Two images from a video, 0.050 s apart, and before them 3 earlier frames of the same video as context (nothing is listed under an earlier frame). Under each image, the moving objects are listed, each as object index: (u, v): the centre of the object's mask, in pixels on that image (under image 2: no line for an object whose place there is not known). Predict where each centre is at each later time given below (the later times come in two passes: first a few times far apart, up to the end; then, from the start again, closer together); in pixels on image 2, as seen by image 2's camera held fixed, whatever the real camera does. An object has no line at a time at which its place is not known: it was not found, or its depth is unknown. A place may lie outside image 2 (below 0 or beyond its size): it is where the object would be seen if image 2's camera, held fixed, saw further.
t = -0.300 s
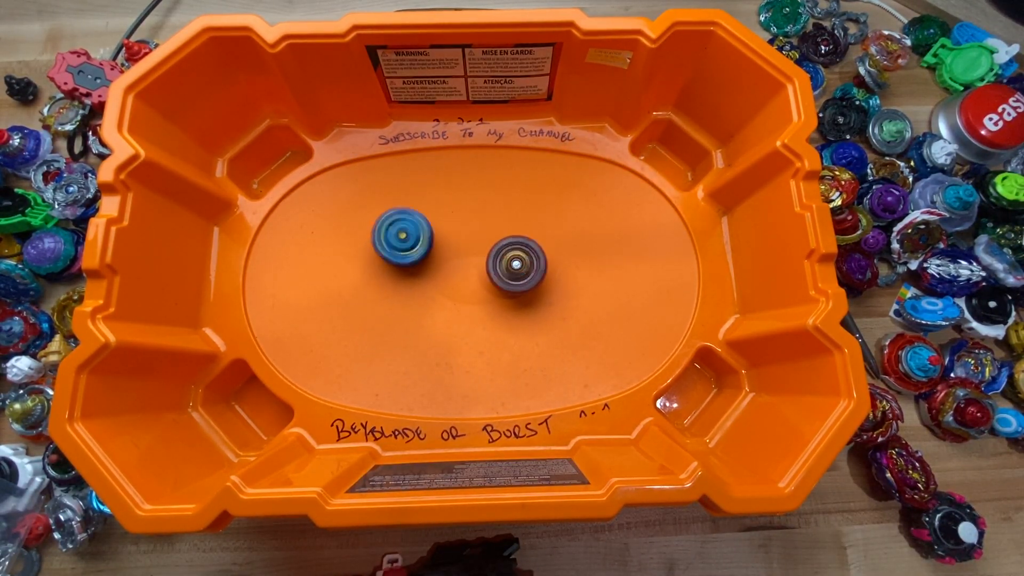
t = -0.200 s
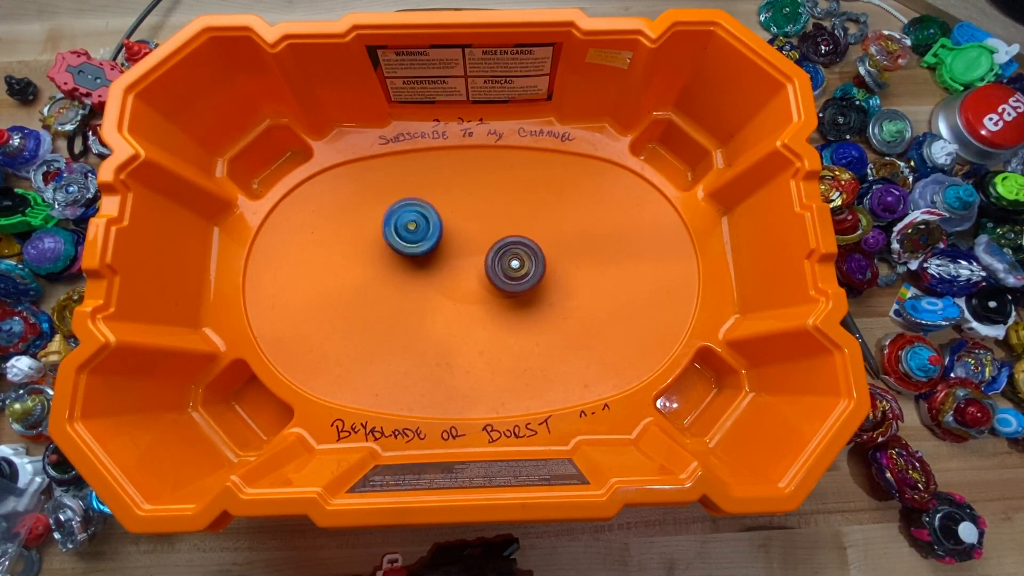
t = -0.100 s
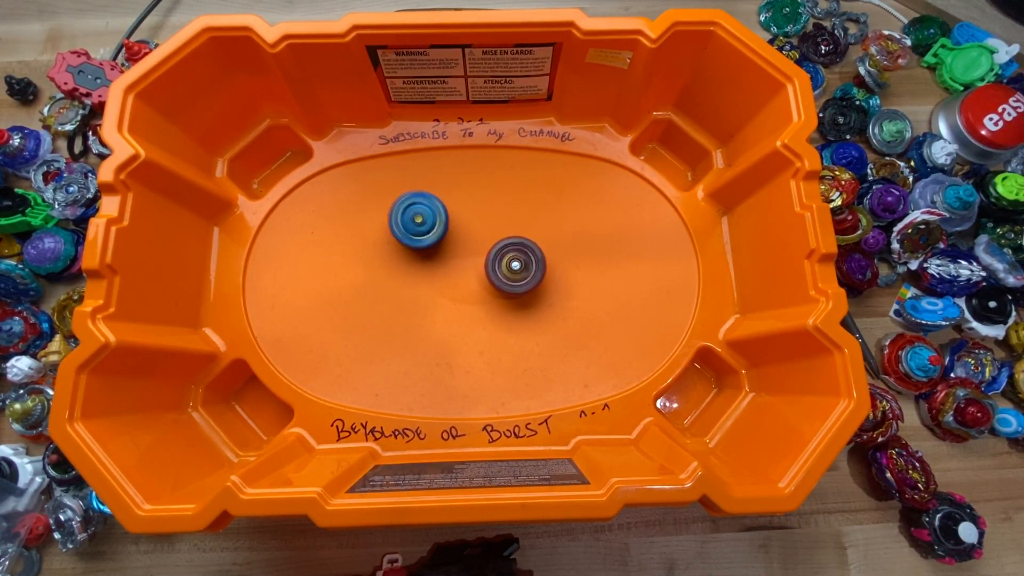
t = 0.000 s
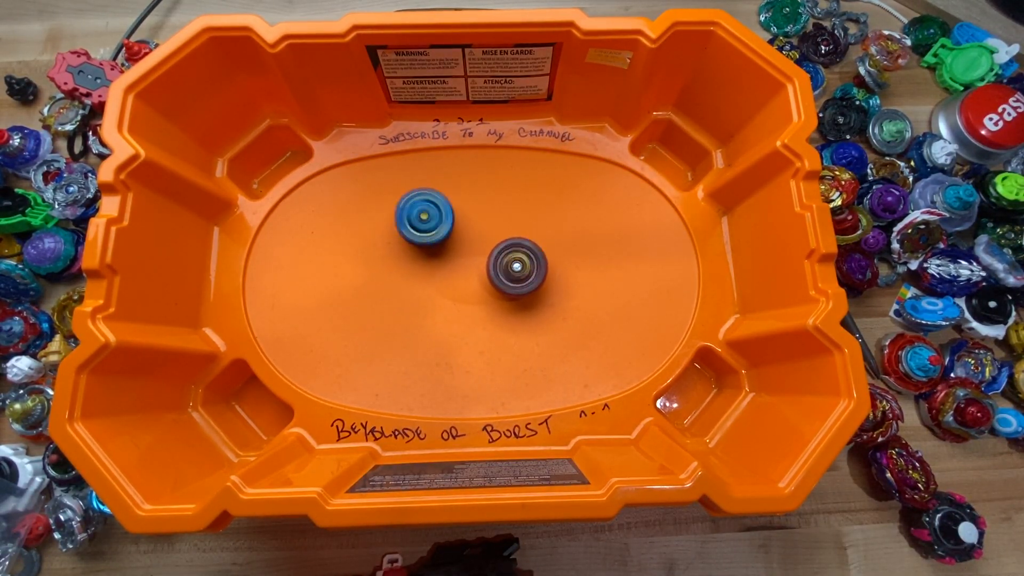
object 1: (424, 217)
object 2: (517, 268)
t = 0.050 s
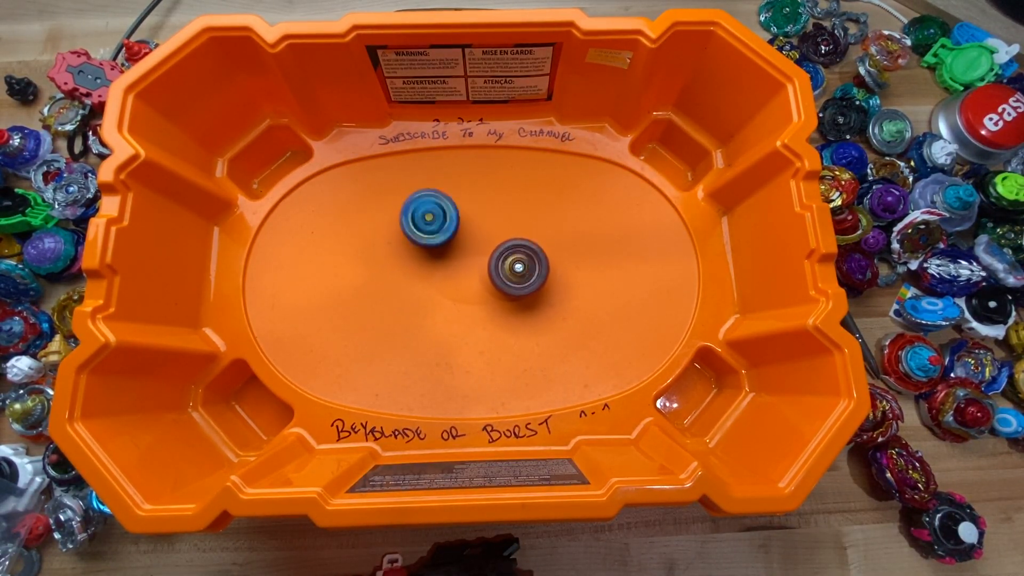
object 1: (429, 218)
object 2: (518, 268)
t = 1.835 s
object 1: (391, 224)
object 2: (539, 337)
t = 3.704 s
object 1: (522, 276)
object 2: (380, 298)
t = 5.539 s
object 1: (579, 369)
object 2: (479, 235)
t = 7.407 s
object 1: (429, 222)
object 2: (457, 305)
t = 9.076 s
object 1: (551, 263)
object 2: (486, 293)
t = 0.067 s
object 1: (432, 218)
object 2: (519, 268)
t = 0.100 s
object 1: (436, 220)
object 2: (520, 269)
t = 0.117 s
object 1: (438, 221)
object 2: (520, 269)
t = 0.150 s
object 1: (444, 222)
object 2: (520, 269)
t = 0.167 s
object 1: (447, 223)
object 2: (521, 269)
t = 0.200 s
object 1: (455, 224)
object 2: (521, 269)
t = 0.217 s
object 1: (460, 225)
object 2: (521, 269)
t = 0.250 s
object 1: (473, 227)
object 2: (521, 270)
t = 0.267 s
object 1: (478, 227)
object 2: (521, 270)
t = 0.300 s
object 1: (479, 221)
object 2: (529, 277)
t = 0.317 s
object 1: (479, 218)
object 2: (532, 280)
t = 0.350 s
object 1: (476, 213)
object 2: (538, 288)
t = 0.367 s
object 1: (475, 211)
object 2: (540, 291)
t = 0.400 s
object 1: (471, 208)
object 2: (542, 298)
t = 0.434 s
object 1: (466, 207)
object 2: (541, 304)
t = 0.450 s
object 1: (463, 207)
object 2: (540, 307)
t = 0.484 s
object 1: (458, 209)
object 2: (537, 312)
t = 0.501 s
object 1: (456, 211)
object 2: (534, 314)
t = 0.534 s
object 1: (454, 216)
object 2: (529, 318)
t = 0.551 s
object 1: (454, 220)
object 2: (526, 319)
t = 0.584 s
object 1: (455, 226)
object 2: (519, 321)
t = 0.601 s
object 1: (456, 229)
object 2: (516, 322)
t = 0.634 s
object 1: (461, 237)
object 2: (510, 321)
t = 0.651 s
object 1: (463, 240)
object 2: (507, 320)
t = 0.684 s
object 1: (471, 247)
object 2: (501, 317)
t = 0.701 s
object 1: (475, 249)
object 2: (498, 316)
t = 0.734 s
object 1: (488, 253)
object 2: (491, 313)
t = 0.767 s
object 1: (498, 233)
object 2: (489, 332)
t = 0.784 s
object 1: (500, 223)
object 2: (488, 342)
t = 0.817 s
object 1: (498, 206)
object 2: (485, 360)
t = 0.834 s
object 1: (496, 199)
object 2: (484, 367)
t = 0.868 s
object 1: (489, 187)
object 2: (480, 378)
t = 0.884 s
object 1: (485, 181)
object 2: (478, 382)
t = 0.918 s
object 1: (475, 173)
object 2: (472, 387)
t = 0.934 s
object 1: (469, 168)
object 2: (468, 389)
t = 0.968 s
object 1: (458, 163)
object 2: (461, 391)
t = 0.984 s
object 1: (451, 160)
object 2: (457, 391)
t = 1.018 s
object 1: (439, 158)
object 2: (449, 388)
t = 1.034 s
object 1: (433, 158)
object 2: (446, 386)
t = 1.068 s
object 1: (420, 160)
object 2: (438, 380)
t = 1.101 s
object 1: (410, 167)
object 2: (432, 372)
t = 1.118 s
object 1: (405, 170)
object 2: (429, 368)
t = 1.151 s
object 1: (398, 180)
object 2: (426, 359)
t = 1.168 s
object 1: (395, 185)
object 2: (424, 354)
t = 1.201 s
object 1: (393, 199)
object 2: (423, 344)
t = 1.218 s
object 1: (392, 206)
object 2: (423, 340)
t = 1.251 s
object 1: (396, 221)
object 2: (424, 329)
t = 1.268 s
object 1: (400, 228)
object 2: (425, 324)
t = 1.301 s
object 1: (408, 240)
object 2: (427, 314)
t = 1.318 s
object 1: (413, 246)
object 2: (429, 309)
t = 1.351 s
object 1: (416, 230)
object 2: (442, 323)
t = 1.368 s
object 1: (415, 219)
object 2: (450, 334)
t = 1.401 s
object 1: (412, 201)
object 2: (467, 355)
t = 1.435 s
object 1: (408, 190)
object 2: (482, 373)
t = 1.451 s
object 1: (405, 186)
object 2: (490, 380)
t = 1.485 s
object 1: (397, 177)
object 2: (504, 390)
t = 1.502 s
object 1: (393, 174)
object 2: (511, 395)
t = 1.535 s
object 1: (384, 168)
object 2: (522, 400)
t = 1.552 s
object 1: (379, 166)
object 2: (526, 401)
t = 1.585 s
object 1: (370, 164)
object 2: (533, 400)
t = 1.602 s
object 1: (365, 164)
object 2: (536, 399)
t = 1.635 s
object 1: (360, 167)
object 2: (540, 395)
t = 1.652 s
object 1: (357, 170)
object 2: (542, 391)
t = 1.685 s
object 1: (356, 177)
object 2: (542, 383)
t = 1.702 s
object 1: (358, 182)
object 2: (542, 379)
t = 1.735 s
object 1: (361, 192)
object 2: (542, 370)
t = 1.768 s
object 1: (368, 204)
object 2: (541, 359)
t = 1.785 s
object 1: (373, 210)
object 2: (541, 354)
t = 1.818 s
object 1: (384, 220)
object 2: (540, 342)
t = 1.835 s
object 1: (391, 224)
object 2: (539, 337)
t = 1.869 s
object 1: (404, 233)
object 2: (539, 325)
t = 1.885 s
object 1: (411, 237)
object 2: (540, 319)
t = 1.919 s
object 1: (426, 243)
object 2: (541, 307)
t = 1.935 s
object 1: (433, 246)
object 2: (541, 301)
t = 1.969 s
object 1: (448, 249)
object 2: (542, 291)
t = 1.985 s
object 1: (456, 251)
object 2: (543, 285)
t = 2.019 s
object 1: (472, 252)
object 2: (545, 275)
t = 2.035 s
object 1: (480, 252)
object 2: (546, 271)
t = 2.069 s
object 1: (488, 252)
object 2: (554, 263)
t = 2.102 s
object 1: (481, 250)
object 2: (571, 258)
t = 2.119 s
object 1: (478, 249)
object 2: (579, 256)
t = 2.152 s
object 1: (476, 247)
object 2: (590, 252)
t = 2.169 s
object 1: (476, 248)
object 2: (595, 250)
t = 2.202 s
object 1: (476, 248)
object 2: (602, 244)
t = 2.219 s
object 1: (476, 249)
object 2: (603, 241)
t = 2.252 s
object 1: (477, 250)
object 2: (607, 236)
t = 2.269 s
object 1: (478, 250)
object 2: (609, 235)
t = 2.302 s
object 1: (483, 251)
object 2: (612, 232)
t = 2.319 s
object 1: (486, 251)
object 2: (613, 231)
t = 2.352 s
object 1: (493, 252)
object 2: (613, 228)
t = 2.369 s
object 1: (496, 252)
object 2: (613, 227)
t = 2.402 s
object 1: (500, 252)
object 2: (612, 223)
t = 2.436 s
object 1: (500, 252)
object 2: (611, 221)
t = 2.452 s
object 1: (500, 251)
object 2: (609, 219)
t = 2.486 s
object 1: (501, 251)
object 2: (606, 217)
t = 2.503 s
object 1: (501, 251)
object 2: (604, 217)
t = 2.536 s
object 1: (501, 251)
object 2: (600, 215)
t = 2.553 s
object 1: (500, 252)
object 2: (598, 215)
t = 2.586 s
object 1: (501, 253)
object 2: (592, 212)
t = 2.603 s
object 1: (501, 253)
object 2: (589, 212)
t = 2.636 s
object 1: (503, 255)
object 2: (583, 211)
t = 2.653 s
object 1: (504, 256)
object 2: (579, 211)
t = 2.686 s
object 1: (508, 258)
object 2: (573, 211)
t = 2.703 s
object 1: (511, 259)
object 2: (569, 212)
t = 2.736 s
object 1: (514, 261)
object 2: (562, 212)
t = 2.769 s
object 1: (515, 261)
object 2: (554, 213)
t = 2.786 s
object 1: (513, 263)
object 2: (551, 213)
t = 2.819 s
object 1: (512, 272)
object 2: (547, 209)
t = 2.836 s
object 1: (512, 277)
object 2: (545, 209)
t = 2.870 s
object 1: (511, 289)
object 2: (542, 208)
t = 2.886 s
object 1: (511, 293)
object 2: (540, 209)
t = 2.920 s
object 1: (516, 301)
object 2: (536, 210)
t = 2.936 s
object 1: (519, 304)
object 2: (534, 210)
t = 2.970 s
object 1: (526, 309)
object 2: (530, 213)
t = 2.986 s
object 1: (530, 311)
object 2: (529, 215)
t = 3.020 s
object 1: (538, 312)
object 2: (524, 217)
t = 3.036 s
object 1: (542, 312)
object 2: (522, 219)
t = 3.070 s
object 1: (547, 311)
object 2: (517, 223)
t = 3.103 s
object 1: (550, 308)
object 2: (513, 227)
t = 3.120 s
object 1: (552, 306)
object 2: (510, 229)
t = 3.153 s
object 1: (554, 301)
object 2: (505, 233)
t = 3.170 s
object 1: (553, 299)
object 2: (502, 235)
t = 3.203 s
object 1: (552, 294)
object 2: (497, 239)
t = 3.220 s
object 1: (551, 292)
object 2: (494, 241)
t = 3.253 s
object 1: (547, 286)
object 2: (488, 245)
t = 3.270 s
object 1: (544, 284)
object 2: (486, 248)
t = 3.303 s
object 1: (537, 279)
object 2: (480, 254)
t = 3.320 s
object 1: (534, 277)
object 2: (476, 256)
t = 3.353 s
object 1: (531, 276)
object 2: (463, 260)
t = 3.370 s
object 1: (531, 277)
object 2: (453, 261)
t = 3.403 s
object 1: (533, 277)
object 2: (437, 265)
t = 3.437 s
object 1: (534, 277)
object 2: (424, 270)
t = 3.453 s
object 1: (535, 277)
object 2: (419, 273)
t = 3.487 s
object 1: (534, 276)
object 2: (411, 279)
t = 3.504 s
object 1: (534, 276)
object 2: (407, 280)
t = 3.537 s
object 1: (534, 276)
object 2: (401, 285)
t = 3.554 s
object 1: (533, 276)
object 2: (398, 287)
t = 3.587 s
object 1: (532, 276)
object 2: (392, 290)
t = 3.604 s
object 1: (531, 276)
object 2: (389, 291)
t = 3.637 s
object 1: (528, 275)
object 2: (385, 293)
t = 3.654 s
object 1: (527, 275)
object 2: (385, 296)
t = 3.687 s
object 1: (524, 276)
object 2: (382, 297)
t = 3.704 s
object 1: (522, 276)
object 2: (380, 298)
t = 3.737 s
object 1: (519, 277)
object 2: (378, 299)
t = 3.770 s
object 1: (515, 282)
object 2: (378, 301)
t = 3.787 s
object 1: (512, 285)
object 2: (378, 302)
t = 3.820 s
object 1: (507, 292)
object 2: (378, 303)
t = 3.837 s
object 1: (507, 294)
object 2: (378, 304)
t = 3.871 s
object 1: (507, 296)
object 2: (380, 305)
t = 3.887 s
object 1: (507, 297)
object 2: (381, 306)
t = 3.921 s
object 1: (506, 298)
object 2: (384, 307)
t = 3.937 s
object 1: (506, 299)
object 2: (385, 307)
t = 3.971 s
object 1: (505, 299)
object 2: (388, 308)
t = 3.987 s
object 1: (505, 299)
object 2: (390, 308)
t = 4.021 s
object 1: (505, 300)
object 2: (395, 309)
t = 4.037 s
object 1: (504, 299)
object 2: (398, 310)
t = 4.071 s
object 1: (504, 299)
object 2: (404, 311)
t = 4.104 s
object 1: (503, 298)
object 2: (411, 312)
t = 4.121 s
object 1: (502, 298)
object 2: (415, 312)
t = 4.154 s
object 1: (500, 297)
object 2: (421, 313)
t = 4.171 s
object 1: (500, 296)
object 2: (424, 312)
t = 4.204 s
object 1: (497, 295)
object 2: (430, 311)
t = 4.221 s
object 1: (495, 295)
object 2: (432, 310)
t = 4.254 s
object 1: (510, 290)
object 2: (419, 314)
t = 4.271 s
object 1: (521, 285)
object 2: (408, 318)
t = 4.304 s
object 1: (540, 273)
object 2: (387, 324)
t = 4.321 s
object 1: (547, 268)
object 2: (379, 327)
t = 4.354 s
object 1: (559, 257)
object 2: (364, 330)
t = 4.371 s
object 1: (564, 252)
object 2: (357, 330)
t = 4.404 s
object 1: (571, 242)
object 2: (349, 330)
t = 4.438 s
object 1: (578, 233)
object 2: (345, 329)
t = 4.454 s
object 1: (582, 228)
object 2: (344, 329)
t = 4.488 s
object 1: (588, 218)
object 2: (345, 326)
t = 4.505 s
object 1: (591, 213)
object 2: (346, 324)
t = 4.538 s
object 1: (595, 203)
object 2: (349, 321)
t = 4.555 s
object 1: (597, 198)
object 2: (351, 319)
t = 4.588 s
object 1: (599, 189)
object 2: (355, 314)
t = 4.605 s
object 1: (601, 184)
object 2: (357, 312)
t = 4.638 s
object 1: (601, 175)
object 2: (362, 309)
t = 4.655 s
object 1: (600, 171)
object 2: (365, 306)
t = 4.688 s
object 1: (595, 165)
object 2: (370, 302)
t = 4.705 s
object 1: (592, 163)
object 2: (373, 300)
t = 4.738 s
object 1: (584, 162)
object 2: (377, 295)
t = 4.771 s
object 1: (575, 165)
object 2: (383, 291)
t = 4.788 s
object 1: (570, 167)
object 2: (385, 289)
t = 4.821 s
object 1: (561, 172)
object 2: (391, 287)
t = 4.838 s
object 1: (558, 176)
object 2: (394, 286)
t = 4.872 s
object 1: (550, 184)
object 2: (399, 282)
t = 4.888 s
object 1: (547, 189)
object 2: (402, 279)
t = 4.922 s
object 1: (540, 198)
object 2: (408, 275)
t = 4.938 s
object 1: (538, 203)
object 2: (410, 274)
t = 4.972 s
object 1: (534, 214)
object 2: (416, 270)
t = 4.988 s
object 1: (532, 219)
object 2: (419, 268)
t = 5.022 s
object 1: (529, 231)
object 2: (424, 265)
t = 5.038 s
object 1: (528, 236)
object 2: (427, 263)
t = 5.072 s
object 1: (527, 248)
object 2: (432, 259)
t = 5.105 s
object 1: (526, 259)
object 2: (437, 256)
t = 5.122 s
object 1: (526, 264)
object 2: (439, 255)
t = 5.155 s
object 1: (526, 275)
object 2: (443, 253)
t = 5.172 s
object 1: (527, 281)
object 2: (445, 251)
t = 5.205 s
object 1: (529, 292)
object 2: (449, 249)
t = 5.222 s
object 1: (529, 297)
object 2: (451, 247)
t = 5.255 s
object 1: (532, 308)
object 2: (455, 246)
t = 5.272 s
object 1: (533, 313)
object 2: (457, 245)
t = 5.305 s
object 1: (536, 323)
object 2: (461, 242)
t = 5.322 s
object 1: (538, 328)
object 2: (463, 241)
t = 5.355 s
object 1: (542, 337)
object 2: (466, 239)
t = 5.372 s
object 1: (545, 342)
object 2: (468, 238)
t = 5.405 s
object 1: (550, 350)
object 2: (471, 237)
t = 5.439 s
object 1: (556, 357)
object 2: (473, 236)
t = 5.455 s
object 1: (560, 361)
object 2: (475, 236)
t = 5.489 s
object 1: (568, 366)
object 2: (477, 235)
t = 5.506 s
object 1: (571, 367)
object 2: (478, 235)
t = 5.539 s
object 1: (579, 369)
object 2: (479, 235)
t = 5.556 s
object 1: (583, 369)
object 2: (480, 236)
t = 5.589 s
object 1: (589, 366)
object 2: (481, 237)
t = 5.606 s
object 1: (591, 364)
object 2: (482, 237)
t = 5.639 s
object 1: (592, 358)
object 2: (483, 238)
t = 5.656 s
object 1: (592, 354)
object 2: (483, 238)
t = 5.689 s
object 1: (588, 345)
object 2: (484, 240)
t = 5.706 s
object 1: (586, 341)
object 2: (484, 240)
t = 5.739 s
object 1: (580, 333)
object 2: (485, 241)
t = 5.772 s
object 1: (572, 324)
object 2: (486, 243)
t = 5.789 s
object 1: (568, 321)
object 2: (486, 243)
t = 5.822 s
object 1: (560, 314)
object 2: (488, 246)
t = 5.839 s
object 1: (555, 310)
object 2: (488, 247)
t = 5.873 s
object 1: (545, 304)
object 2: (489, 249)
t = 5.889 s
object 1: (540, 301)
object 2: (489, 249)
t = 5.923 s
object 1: (531, 295)
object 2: (490, 251)
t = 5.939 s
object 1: (530, 296)
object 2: (486, 249)
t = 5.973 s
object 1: (525, 296)
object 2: (479, 244)
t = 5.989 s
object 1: (522, 295)
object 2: (476, 242)
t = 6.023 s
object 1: (514, 295)
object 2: (472, 241)
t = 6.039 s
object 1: (510, 295)
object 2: (470, 241)
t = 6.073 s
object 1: (503, 295)
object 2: (468, 242)
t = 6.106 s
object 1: (495, 297)
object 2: (465, 242)
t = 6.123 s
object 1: (494, 302)
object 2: (462, 240)
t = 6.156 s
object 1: (494, 310)
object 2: (457, 237)
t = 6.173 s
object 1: (494, 313)
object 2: (455, 237)
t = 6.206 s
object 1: (495, 320)
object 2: (452, 238)
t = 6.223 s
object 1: (497, 323)
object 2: (450, 237)
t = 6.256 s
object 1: (501, 328)
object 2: (448, 239)
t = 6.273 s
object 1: (503, 330)
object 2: (447, 239)
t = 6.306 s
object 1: (509, 333)
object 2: (445, 241)
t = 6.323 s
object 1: (512, 334)
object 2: (445, 242)
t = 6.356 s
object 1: (518, 333)
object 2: (443, 245)
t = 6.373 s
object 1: (520, 332)
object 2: (443, 246)
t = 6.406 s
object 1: (524, 328)
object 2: (441, 248)
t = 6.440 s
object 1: (526, 324)
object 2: (440, 251)
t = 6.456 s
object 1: (526, 321)
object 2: (440, 253)
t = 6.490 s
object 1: (526, 315)
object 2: (440, 256)
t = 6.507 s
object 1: (525, 312)
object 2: (440, 257)
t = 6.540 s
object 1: (522, 305)
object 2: (440, 261)
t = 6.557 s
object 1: (521, 302)
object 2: (440, 263)
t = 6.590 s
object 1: (516, 295)
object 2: (439, 267)
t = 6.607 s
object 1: (513, 291)
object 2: (439, 270)
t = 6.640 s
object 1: (507, 287)
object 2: (438, 275)
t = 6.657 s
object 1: (503, 285)
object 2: (438, 278)
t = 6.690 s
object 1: (498, 282)
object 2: (435, 283)
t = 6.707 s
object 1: (500, 280)
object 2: (430, 285)
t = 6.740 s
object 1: (499, 277)
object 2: (423, 291)
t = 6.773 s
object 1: (499, 275)
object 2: (419, 294)
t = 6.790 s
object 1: (498, 272)
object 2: (418, 295)
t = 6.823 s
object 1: (498, 268)
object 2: (417, 297)
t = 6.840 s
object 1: (497, 266)
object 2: (417, 298)
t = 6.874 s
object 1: (497, 262)
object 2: (417, 299)
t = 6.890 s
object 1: (497, 260)
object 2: (417, 299)
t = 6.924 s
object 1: (496, 256)
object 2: (418, 300)
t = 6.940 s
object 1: (496, 255)
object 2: (419, 300)
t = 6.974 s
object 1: (495, 251)
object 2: (420, 301)
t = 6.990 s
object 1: (494, 249)
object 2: (421, 301)
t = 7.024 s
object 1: (489, 244)
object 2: (424, 301)
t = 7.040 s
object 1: (486, 243)
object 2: (425, 301)
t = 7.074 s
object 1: (481, 241)
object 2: (427, 300)
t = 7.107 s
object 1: (474, 238)
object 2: (431, 300)
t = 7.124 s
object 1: (472, 239)
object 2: (432, 299)
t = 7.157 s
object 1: (465, 238)
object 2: (435, 298)
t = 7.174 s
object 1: (462, 239)
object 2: (437, 298)
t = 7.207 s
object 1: (456, 240)
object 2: (439, 297)
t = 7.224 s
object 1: (455, 237)
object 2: (441, 301)
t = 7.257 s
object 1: (451, 231)
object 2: (444, 306)
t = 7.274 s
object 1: (449, 229)
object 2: (445, 307)
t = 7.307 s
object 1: (444, 225)
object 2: (448, 308)
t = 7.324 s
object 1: (442, 224)
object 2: (449, 309)
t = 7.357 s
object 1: (436, 221)
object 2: (452, 308)
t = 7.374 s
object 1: (434, 221)
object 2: (454, 307)
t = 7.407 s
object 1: (429, 222)
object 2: (457, 305)
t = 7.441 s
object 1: (425, 224)
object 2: (460, 304)
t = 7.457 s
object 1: (424, 225)
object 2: (461, 301)
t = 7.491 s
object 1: (421, 228)
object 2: (466, 299)
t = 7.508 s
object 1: (421, 229)
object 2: (467, 297)
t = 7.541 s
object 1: (420, 235)
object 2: (471, 293)
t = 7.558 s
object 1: (421, 237)
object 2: (473, 292)
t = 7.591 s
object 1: (422, 242)
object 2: (478, 288)
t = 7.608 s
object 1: (424, 246)
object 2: (481, 286)
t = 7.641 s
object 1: (428, 251)
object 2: (485, 281)
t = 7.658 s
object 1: (431, 254)
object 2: (486, 279)
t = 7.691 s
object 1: (431, 259)
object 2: (493, 275)
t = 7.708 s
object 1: (432, 261)
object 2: (495, 273)
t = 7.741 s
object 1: (432, 265)
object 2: (500, 269)
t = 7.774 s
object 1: (436, 267)
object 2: (502, 263)
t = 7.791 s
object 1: (438, 268)
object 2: (503, 261)
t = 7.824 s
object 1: (444, 269)
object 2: (505, 256)
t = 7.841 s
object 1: (446, 269)
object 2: (505, 254)
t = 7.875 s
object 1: (450, 271)
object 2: (508, 248)
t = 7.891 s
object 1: (451, 272)
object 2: (509, 246)
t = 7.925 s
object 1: (453, 273)
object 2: (510, 241)
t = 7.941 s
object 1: (453, 274)
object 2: (511, 239)
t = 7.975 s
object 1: (455, 274)
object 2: (512, 235)
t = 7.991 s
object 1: (456, 276)
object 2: (513, 234)
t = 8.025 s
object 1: (457, 276)
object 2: (513, 230)
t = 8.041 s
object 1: (459, 278)
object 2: (513, 229)
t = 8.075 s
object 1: (461, 279)
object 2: (513, 227)
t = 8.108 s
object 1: (463, 280)
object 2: (512, 225)
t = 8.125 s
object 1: (464, 280)
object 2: (512, 225)
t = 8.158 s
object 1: (465, 281)
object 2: (511, 224)
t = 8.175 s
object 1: (467, 282)
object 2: (511, 224)
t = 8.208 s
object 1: (469, 283)
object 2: (509, 224)
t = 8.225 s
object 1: (471, 283)
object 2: (509, 224)
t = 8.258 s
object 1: (472, 284)
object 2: (507, 225)
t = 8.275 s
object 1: (474, 284)
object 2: (507, 226)
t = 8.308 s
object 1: (475, 285)
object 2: (505, 227)
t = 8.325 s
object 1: (477, 285)
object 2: (504, 229)
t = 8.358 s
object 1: (479, 286)
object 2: (503, 231)
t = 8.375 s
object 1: (480, 287)
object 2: (502, 231)
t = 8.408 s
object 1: (481, 295)
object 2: (502, 230)
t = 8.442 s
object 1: (481, 302)
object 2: (500, 230)
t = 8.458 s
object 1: (483, 305)
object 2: (499, 231)
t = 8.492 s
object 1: (487, 311)
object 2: (498, 233)
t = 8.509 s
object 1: (489, 314)
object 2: (497, 234)
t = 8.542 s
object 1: (494, 319)
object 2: (496, 237)
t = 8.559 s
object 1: (497, 321)
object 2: (495, 239)
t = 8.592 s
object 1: (503, 324)
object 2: (494, 242)
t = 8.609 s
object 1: (507, 326)
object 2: (494, 244)
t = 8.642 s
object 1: (513, 326)
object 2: (492, 247)
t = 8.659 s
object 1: (517, 327)
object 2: (492, 250)
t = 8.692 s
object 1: (523, 326)
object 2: (491, 253)
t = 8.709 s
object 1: (526, 324)
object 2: (490, 256)
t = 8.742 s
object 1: (532, 321)
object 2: (488, 260)
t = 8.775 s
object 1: (536, 316)
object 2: (488, 264)
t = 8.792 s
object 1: (537, 313)
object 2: (487, 265)
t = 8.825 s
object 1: (539, 306)
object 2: (487, 270)
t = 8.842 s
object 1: (539, 303)
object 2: (487, 271)
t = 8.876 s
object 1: (544, 299)
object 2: (483, 274)
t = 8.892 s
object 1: (546, 296)
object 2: (481, 275)
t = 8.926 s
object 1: (550, 291)
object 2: (480, 279)
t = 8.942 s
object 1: (552, 288)
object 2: (480, 281)
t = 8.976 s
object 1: (554, 282)
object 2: (481, 284)
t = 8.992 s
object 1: (555, 278)
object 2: (481, 286)
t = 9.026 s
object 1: (554, 272)
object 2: (483, 289)
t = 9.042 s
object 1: (553, 268)
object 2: (484, 290)
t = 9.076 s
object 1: (551, 263)
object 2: (486, 293)
